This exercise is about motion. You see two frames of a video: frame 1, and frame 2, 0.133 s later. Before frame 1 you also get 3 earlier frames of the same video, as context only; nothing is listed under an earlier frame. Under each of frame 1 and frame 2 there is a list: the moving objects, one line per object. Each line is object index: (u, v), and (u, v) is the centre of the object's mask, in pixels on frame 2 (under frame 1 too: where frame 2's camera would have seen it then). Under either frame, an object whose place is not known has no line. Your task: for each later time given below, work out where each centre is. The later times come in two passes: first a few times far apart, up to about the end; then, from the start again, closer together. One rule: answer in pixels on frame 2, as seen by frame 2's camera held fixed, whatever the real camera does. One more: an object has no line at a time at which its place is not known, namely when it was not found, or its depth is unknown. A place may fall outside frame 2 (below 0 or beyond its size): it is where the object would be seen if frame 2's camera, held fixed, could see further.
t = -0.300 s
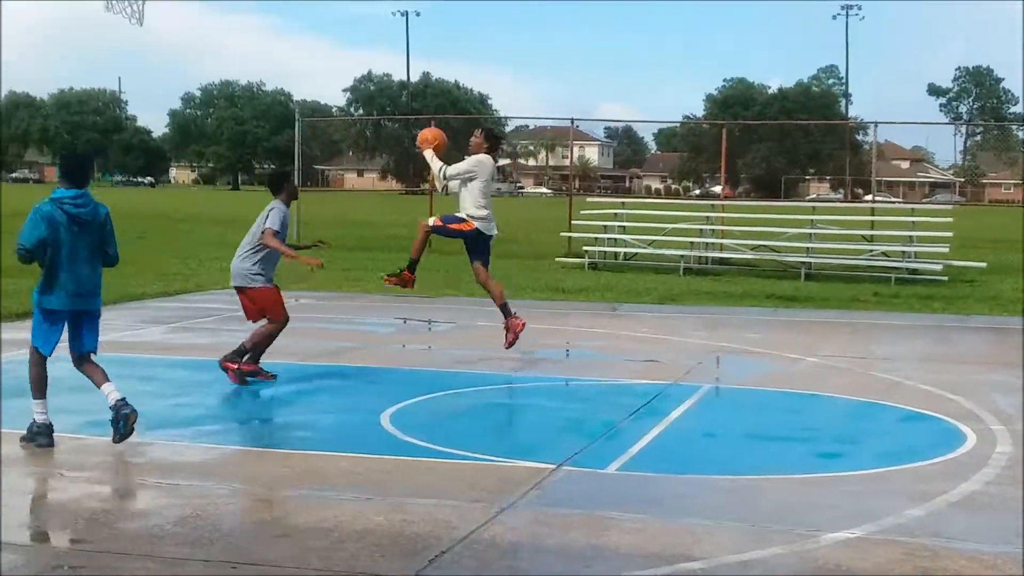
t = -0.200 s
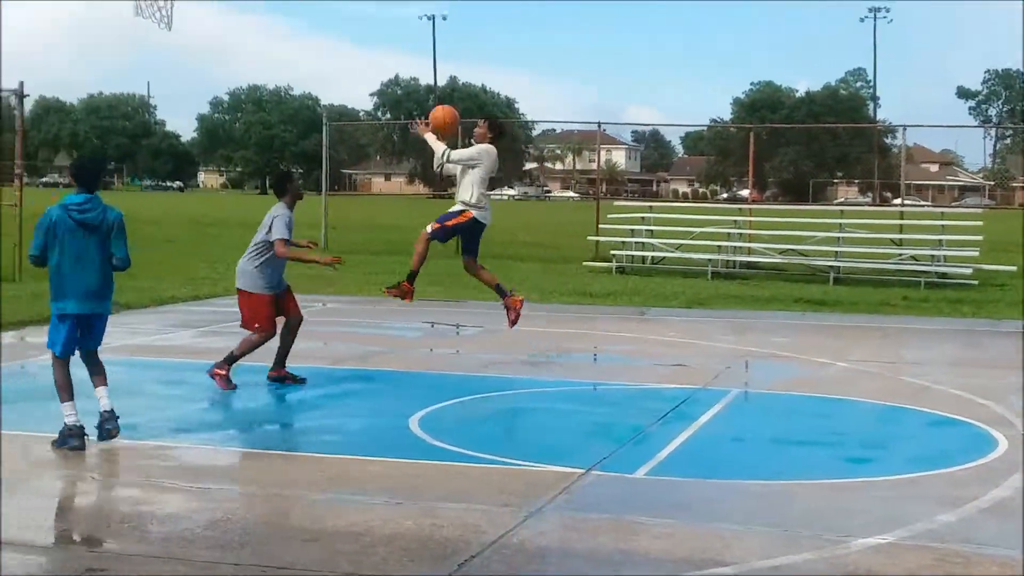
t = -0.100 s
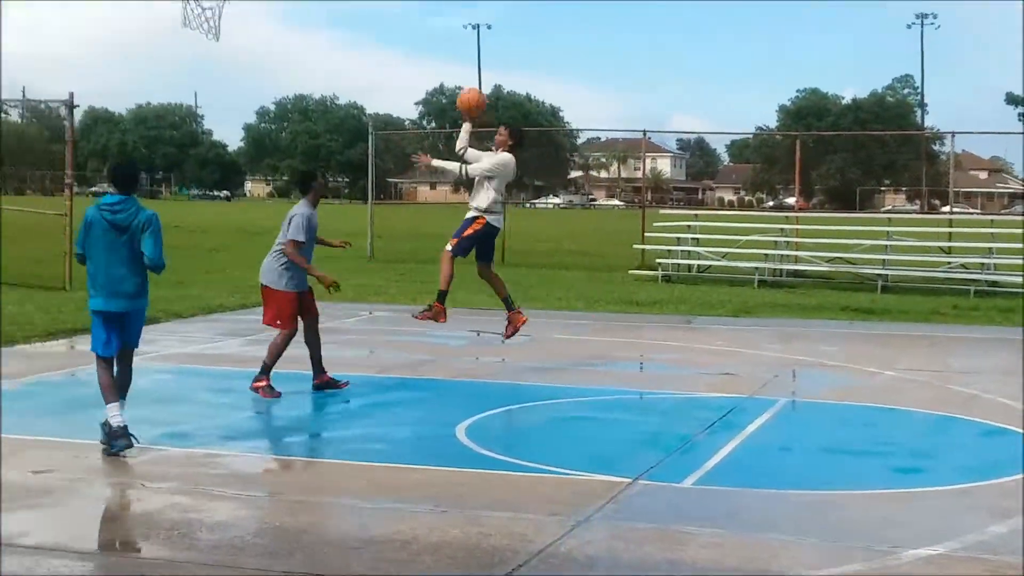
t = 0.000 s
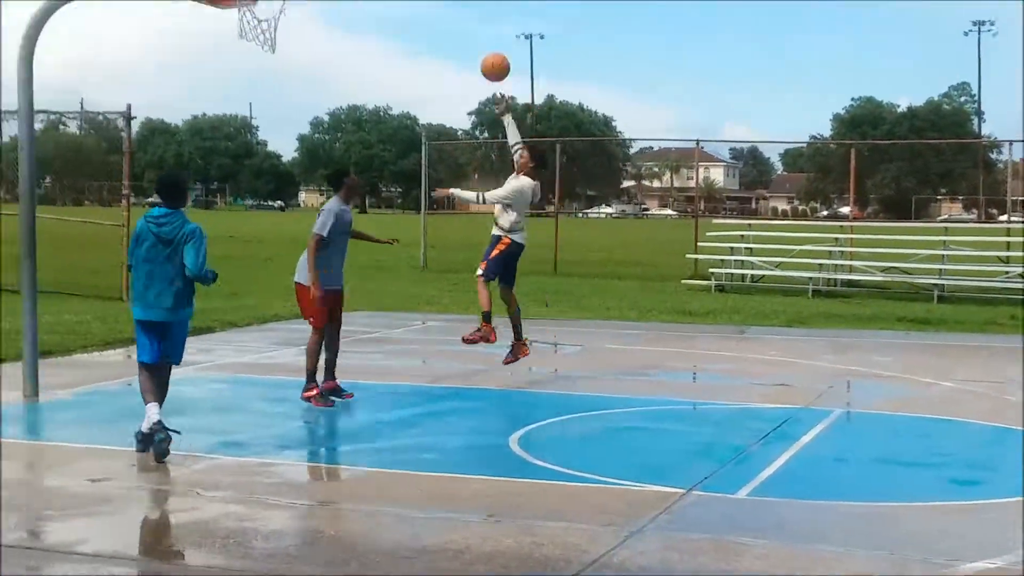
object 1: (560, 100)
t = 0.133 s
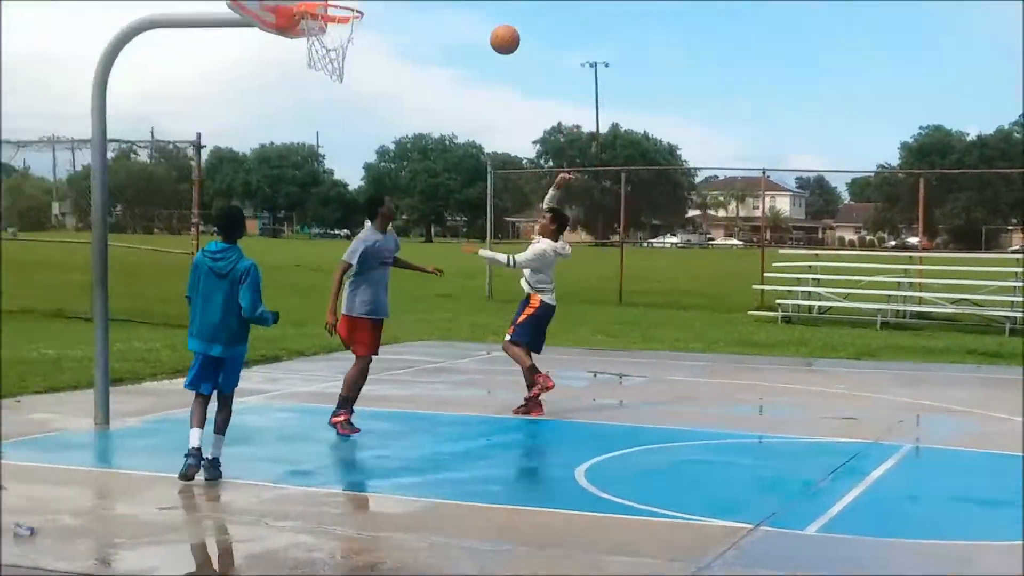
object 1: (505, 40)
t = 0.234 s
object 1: (461, 7)
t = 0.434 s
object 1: (367, -19)
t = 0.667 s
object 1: (330, -23)
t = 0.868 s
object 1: (366, -19)
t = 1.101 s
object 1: (403, 56)
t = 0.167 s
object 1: (490, 25)
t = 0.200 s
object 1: (476, 15)
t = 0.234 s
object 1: (461, 7)
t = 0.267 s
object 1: (447, -4)
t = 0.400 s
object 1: (384, -21)
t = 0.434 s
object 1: (367, -19)
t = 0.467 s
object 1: (352, -16)
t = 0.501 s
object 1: (336, -13)
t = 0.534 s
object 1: (319, -11)
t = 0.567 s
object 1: (313, -10)
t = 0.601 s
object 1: (317, -14)
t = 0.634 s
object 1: (324, -18)
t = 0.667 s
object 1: (330, -23)
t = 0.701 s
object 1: (337, -26)
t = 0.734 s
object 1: (343, -28)
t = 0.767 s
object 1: (349, -28)
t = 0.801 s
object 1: (355, -27)
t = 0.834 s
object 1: (361, -24)
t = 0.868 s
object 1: (366, -19)
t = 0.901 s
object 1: (372, -12)
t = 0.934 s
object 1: (377, -5)
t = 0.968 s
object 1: (382, 5)
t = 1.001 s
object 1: (387, 16)
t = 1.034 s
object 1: (392, 28)
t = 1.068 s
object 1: (398, 41)
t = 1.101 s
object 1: (403, 56)
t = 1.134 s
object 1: (407, 72)
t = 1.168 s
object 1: (411, 89)
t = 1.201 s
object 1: (417, 108)
